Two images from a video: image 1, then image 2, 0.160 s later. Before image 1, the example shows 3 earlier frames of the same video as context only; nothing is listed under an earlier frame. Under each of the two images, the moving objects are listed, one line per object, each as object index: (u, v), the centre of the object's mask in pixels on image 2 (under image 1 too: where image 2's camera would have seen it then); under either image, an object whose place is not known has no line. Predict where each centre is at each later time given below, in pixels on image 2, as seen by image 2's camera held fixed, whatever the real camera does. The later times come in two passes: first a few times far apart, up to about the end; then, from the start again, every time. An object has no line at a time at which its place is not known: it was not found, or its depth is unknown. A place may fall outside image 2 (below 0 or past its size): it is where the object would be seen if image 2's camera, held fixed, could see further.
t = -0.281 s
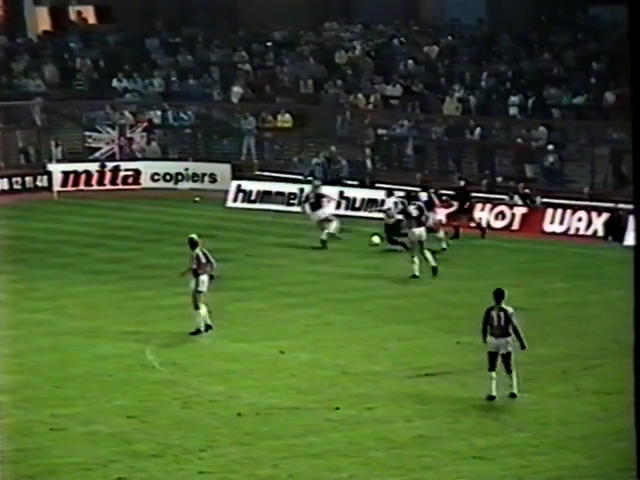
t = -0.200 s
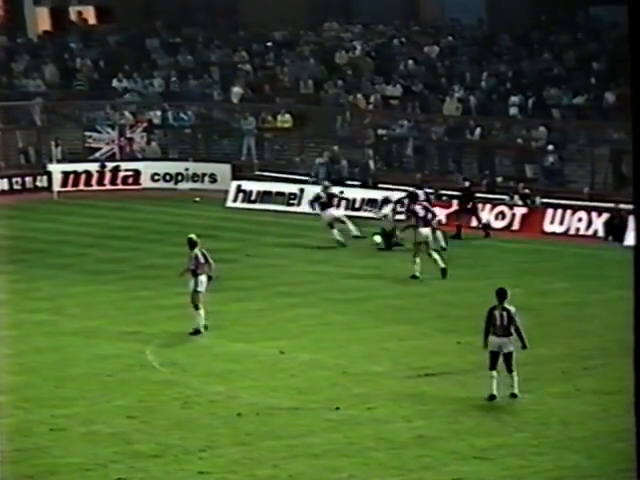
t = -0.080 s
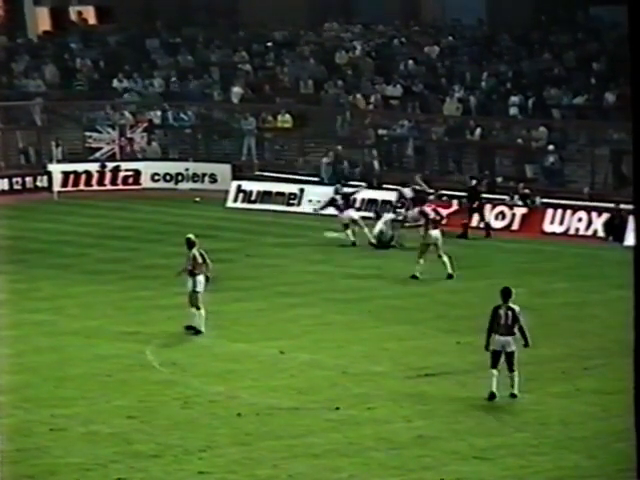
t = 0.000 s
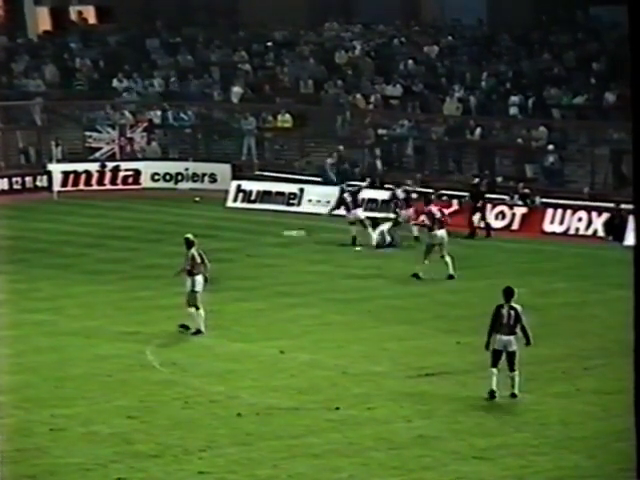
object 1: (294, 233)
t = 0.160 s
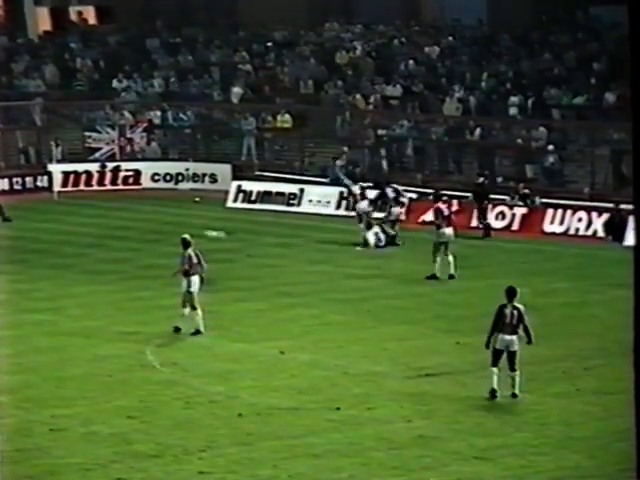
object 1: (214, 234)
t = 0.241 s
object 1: (175, 233)
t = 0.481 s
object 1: (83, 233)
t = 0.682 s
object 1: (15, 232)
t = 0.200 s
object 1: (197, 233)
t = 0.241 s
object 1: (175, 233)
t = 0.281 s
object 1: (161, 234)
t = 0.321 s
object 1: (144, 235)
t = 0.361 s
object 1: (127, 234)
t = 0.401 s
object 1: (114, 233)
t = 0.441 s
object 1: (98, 233)
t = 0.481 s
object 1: (83, 233)
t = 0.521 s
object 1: (68, 233)
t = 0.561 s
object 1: (55, 233)
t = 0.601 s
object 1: (42, 233)
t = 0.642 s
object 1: (29, 232)
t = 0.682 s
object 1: (15, 232)
